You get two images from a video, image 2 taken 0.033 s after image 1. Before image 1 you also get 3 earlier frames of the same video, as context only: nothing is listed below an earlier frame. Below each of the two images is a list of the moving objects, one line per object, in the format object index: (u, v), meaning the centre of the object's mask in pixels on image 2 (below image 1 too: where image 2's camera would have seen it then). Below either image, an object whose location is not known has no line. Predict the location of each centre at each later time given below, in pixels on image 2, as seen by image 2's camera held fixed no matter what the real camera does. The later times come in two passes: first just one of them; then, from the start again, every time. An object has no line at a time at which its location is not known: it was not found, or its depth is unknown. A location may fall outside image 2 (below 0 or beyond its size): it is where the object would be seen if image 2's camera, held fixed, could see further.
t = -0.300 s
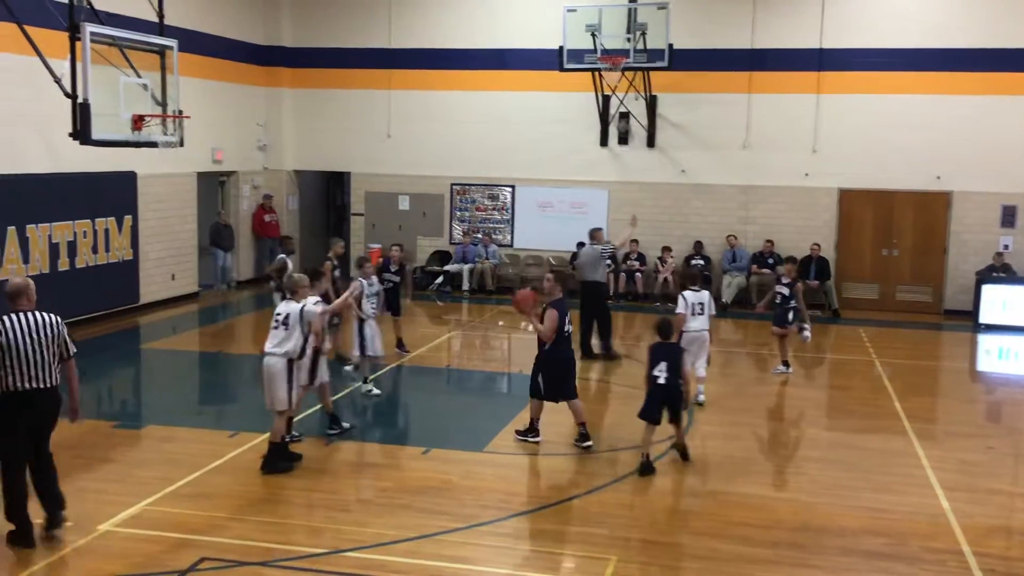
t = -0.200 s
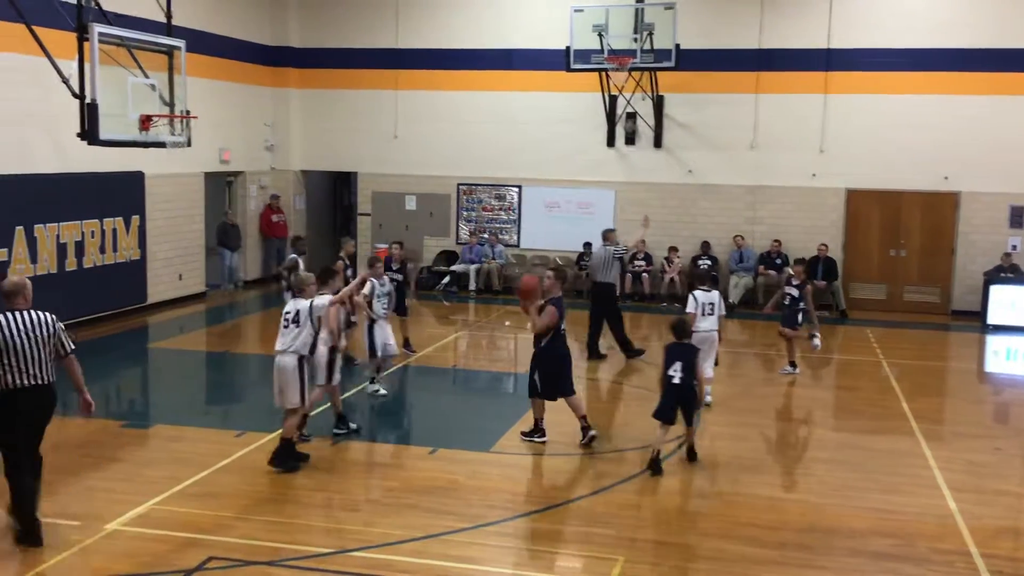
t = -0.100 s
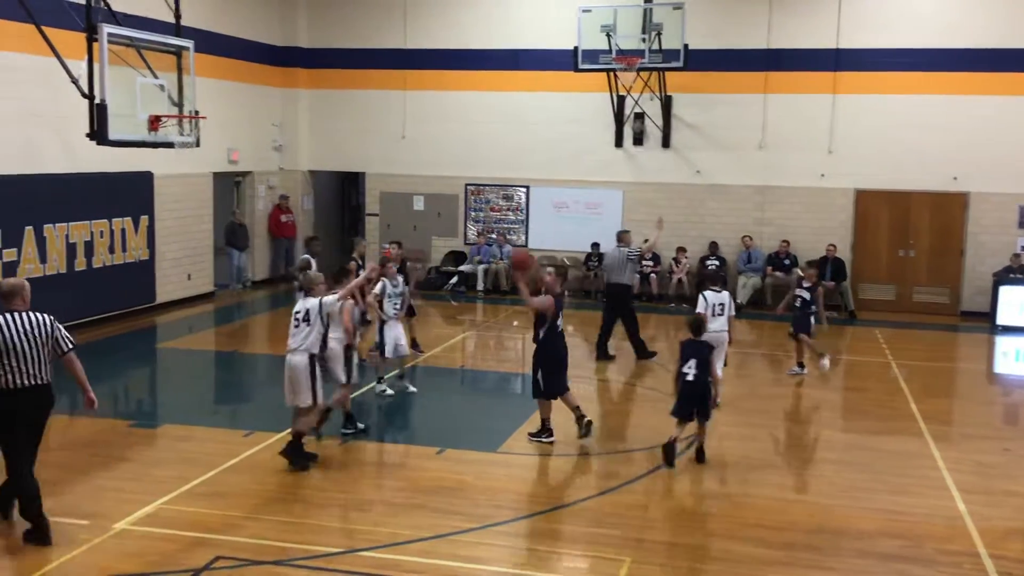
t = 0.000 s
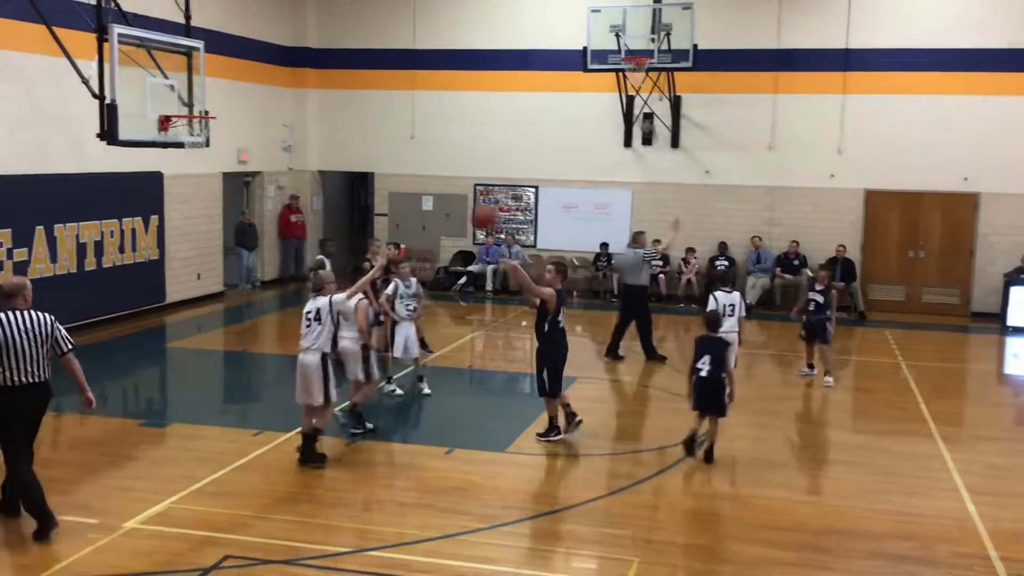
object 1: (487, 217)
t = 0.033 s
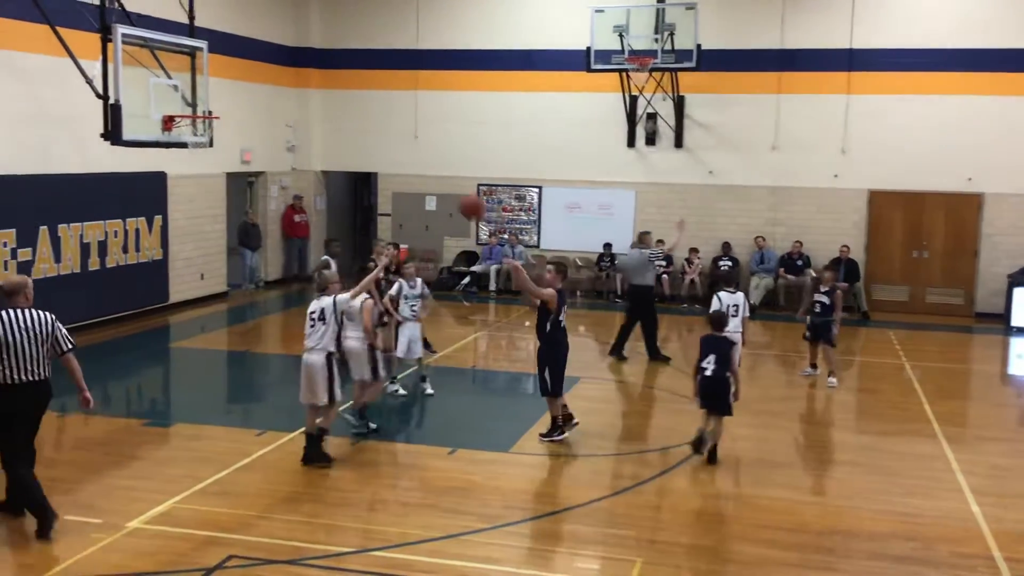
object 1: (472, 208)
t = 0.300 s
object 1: (336, 152)
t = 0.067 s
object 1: (456, 196)
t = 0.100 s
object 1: (439, 186)
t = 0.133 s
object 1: (421, 177)
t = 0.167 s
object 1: (405, 170)
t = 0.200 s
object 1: (388, 163)
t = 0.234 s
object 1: (371, 158)
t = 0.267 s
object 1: (354, 154)
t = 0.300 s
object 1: (336, 152)
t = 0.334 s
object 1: (318, 150)
